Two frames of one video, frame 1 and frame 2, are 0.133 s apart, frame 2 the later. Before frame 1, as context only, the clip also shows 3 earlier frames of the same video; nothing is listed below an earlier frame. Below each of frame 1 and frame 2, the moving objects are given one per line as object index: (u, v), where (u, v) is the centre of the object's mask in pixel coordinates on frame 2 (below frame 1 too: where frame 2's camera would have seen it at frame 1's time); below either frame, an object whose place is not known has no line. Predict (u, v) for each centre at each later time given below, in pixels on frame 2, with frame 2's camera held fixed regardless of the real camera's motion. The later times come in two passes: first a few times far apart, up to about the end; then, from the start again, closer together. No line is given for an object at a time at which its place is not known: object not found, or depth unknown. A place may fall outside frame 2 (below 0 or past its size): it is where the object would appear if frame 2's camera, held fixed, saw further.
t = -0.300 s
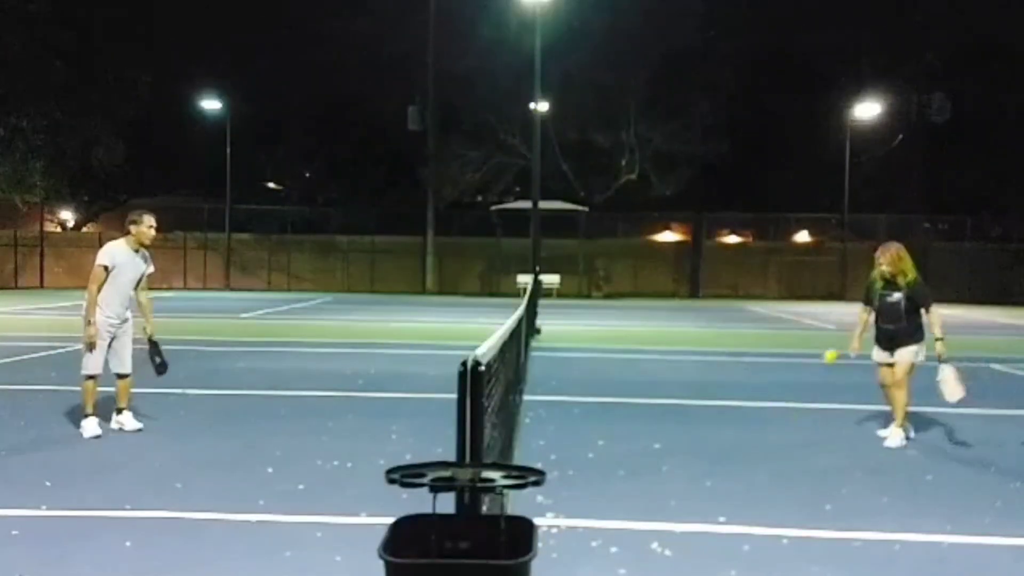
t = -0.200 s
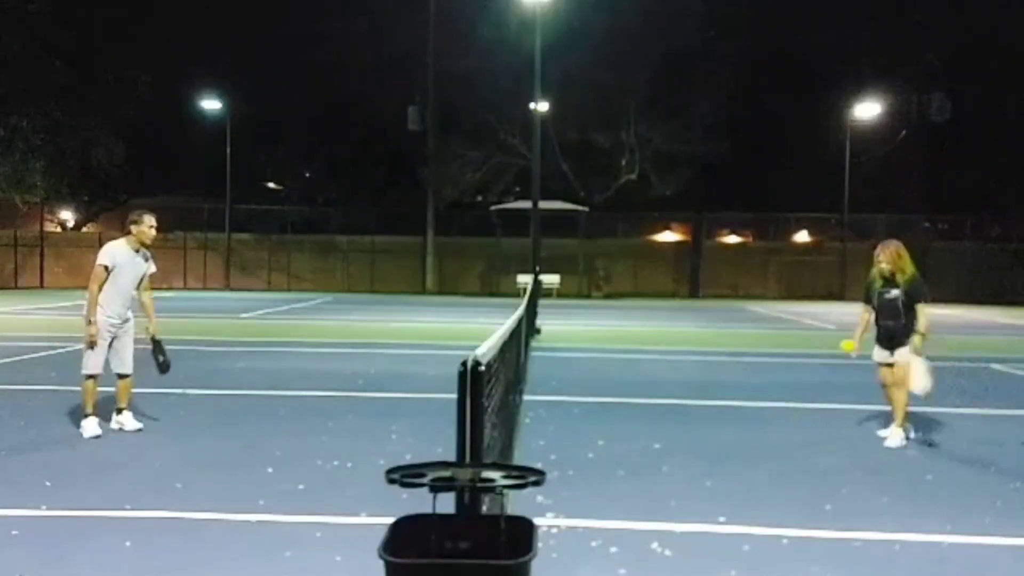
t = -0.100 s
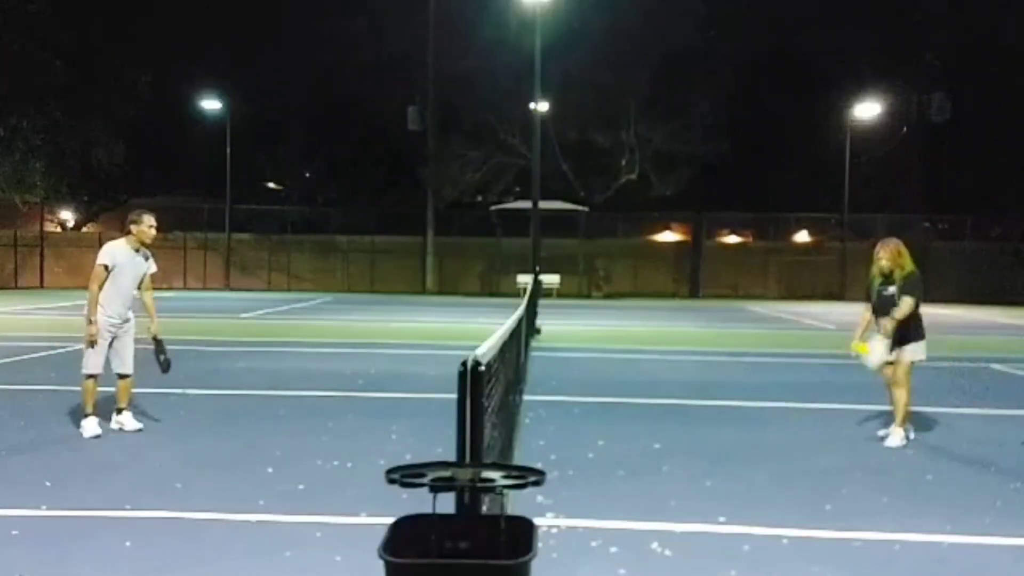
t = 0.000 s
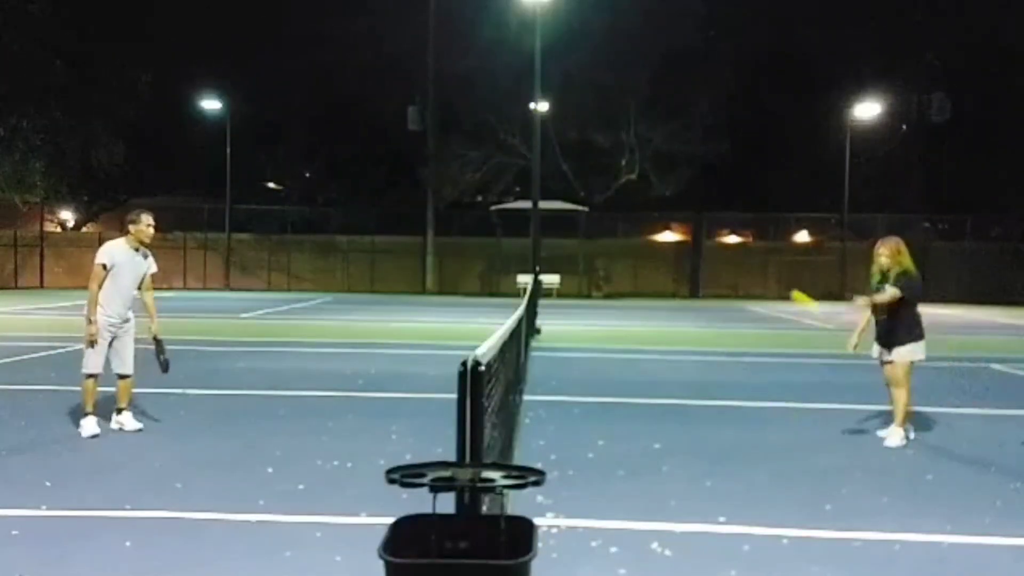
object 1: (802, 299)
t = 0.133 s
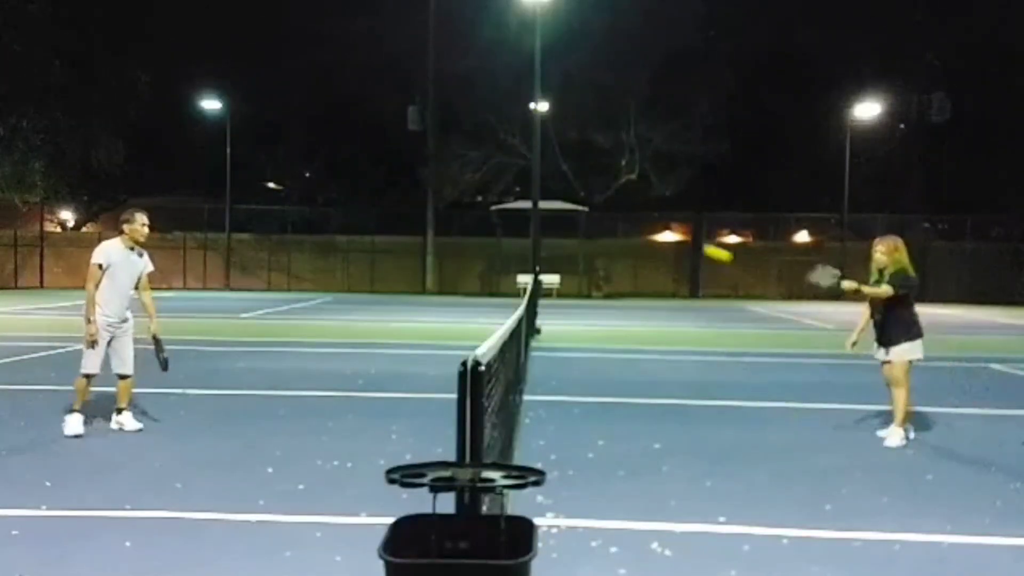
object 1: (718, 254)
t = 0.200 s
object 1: (678, 240)
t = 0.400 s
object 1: (554, 239)
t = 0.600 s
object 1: (439, 292)
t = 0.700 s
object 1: (380, 340)
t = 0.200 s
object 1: (678, 240)
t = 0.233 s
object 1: (651, 234)
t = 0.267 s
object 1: (632, 232)
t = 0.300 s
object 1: (613, 232)
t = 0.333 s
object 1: (593, 232)
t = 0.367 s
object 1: (573, 235)
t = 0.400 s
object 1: (554, 239)
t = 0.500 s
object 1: (495, 259)
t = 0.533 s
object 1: (475, 269)
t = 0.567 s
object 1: (456, 280)
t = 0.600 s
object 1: (439, 292)
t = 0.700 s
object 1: (380, 340)
